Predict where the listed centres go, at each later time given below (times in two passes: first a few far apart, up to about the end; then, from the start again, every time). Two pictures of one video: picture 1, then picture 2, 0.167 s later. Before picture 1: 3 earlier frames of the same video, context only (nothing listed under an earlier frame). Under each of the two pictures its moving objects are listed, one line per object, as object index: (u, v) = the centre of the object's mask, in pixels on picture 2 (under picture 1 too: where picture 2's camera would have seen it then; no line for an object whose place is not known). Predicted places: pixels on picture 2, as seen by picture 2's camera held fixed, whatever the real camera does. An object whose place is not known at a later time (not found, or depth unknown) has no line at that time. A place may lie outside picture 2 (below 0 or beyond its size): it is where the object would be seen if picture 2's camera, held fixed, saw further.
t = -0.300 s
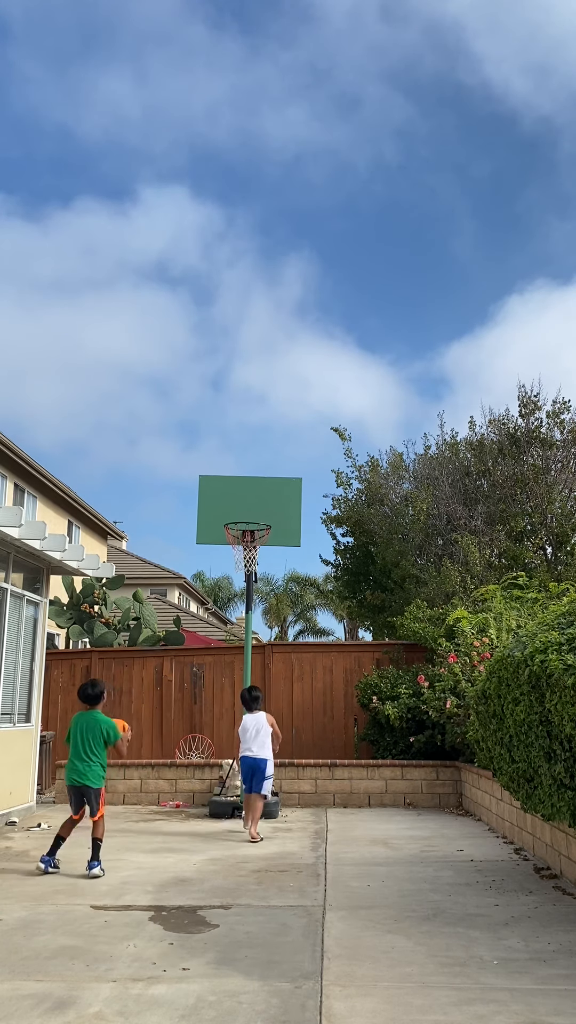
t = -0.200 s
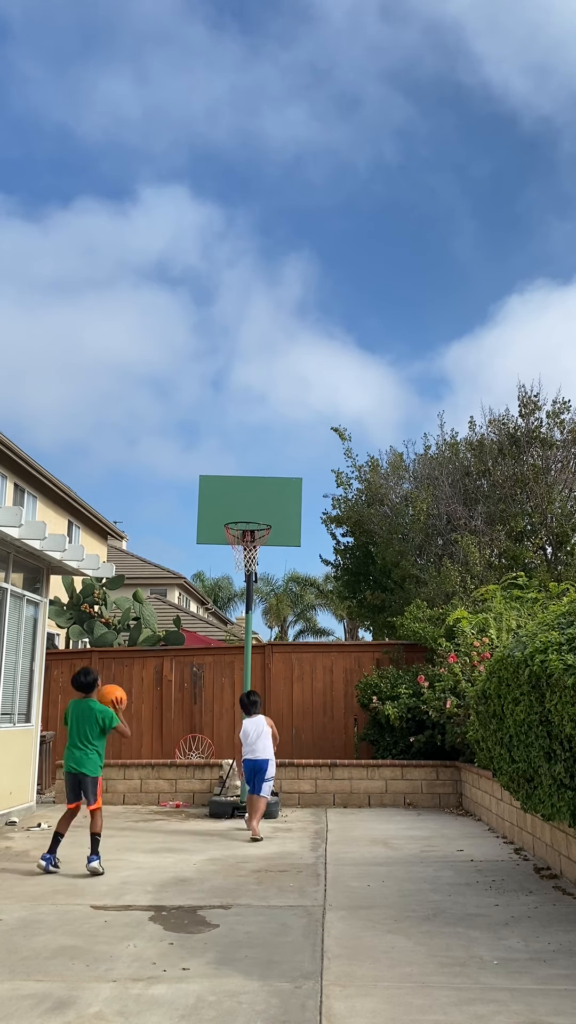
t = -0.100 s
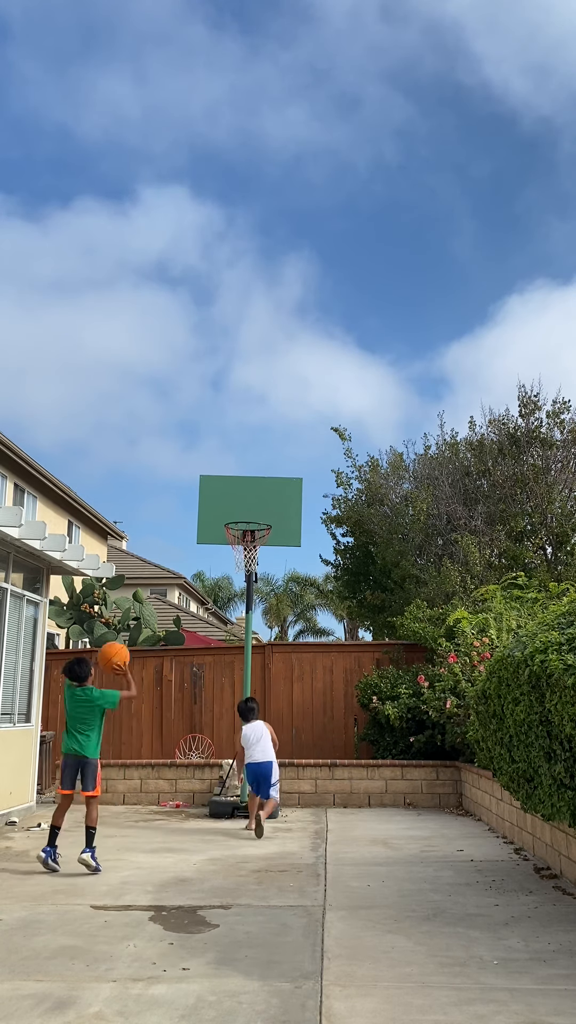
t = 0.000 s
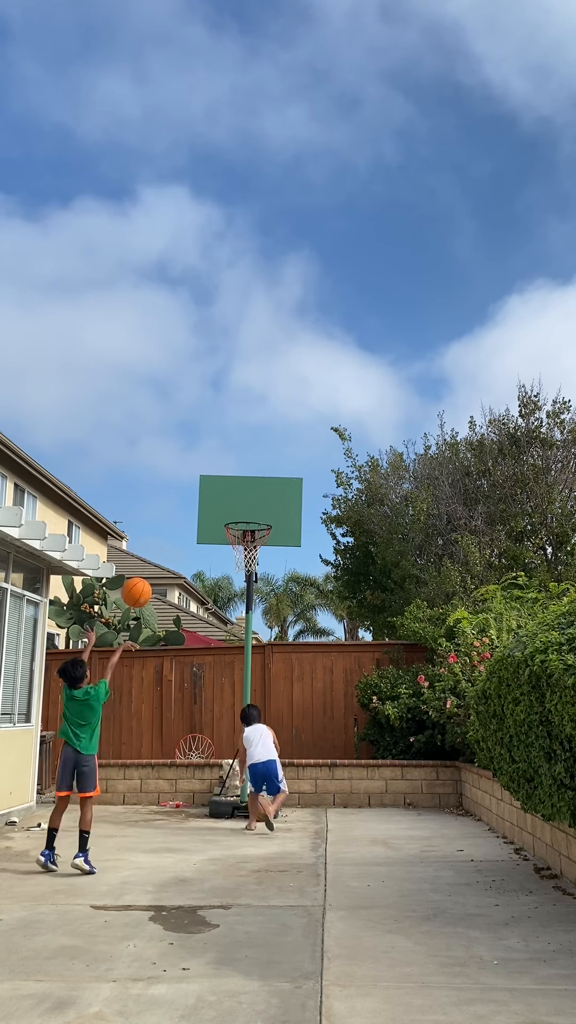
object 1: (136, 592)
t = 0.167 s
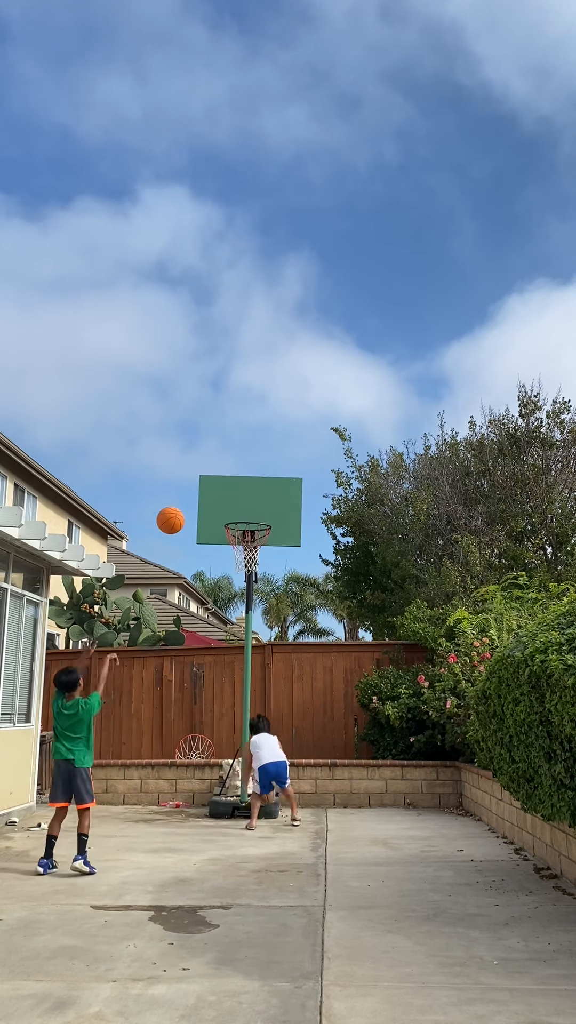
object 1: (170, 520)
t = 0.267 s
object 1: (187, 496)
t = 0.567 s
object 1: (227, 491)
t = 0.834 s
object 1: (255, 535)
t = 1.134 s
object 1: (249, 558)
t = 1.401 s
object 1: (237, 642)
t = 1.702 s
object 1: (221, 817)
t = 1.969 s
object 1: (217, 690)
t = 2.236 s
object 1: (210, 647)
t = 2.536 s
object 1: (202, 680)
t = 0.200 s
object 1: (176, 511)
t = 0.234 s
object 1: (182, 503)
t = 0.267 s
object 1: (187, 496)
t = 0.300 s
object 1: (192, 491)
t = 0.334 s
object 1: (197, 487)
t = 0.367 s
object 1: (202, 485)
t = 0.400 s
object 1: (206, 483)
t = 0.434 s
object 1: (211, 483)
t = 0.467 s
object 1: (215, 483)
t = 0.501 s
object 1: (219, 485)
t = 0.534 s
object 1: (223, 488)
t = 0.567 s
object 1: (227, 491)
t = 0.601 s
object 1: (231, 496)
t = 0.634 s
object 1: (235, 502)
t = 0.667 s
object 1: (239, 508)
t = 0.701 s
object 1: (242, 515)
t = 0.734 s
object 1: (246, 524)
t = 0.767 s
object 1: (248, 529)
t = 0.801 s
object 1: (252, 531)
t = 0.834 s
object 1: (255, 535)
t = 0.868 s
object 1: (257, 538)
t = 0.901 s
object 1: (258, 539)
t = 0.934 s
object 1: (257, 540)
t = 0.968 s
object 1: (256, 541)
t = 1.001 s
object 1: (255, 542)
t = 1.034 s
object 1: (253, 548)
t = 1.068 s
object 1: (252, 549)
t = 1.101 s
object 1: (250, 553)
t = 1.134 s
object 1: (249, 558)
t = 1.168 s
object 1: (248, 565)
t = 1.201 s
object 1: (246, 573)
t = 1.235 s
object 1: (244, 581)
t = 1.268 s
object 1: (243, 591)
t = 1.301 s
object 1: (241, 602)
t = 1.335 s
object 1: (240, 615)
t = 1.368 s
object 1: (238, 628)
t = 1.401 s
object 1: (237, 642)
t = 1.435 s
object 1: (235, 658)
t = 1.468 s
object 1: (233, 675)
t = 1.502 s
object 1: (232, 692)
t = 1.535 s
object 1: (230, 713)
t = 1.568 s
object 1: (228, 734)
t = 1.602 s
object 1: (226, 755)
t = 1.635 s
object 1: (225, 779)
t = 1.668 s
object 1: (222, 804)
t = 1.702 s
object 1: (221, 817)
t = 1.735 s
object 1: (221, 796)
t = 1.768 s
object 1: (221, 777)
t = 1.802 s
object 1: (220, 759)
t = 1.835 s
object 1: (220, 743)
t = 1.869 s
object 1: (219, 728)
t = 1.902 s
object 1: (218, 714)
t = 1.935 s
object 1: (217, 702)
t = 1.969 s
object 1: (217, 690)
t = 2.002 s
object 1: (216, 681)
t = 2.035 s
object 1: (216, 672)
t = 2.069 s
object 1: (215, 665)
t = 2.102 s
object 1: (214, 659)
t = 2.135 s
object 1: (213, 654)
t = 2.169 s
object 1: (212, 650)
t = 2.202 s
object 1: (212, 647)
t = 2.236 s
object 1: (210, 647)
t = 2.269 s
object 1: (210, 647)
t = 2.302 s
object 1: (209, 647)
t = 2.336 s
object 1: (208, 648)
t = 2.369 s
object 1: (207, 651)
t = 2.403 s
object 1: (206, 654)
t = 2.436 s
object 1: (205, 659)
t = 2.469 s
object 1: (204, 665)
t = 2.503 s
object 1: (203, 671)
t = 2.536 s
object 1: (202, 680)
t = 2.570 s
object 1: (201, 688)
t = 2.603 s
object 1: (199, 699)
